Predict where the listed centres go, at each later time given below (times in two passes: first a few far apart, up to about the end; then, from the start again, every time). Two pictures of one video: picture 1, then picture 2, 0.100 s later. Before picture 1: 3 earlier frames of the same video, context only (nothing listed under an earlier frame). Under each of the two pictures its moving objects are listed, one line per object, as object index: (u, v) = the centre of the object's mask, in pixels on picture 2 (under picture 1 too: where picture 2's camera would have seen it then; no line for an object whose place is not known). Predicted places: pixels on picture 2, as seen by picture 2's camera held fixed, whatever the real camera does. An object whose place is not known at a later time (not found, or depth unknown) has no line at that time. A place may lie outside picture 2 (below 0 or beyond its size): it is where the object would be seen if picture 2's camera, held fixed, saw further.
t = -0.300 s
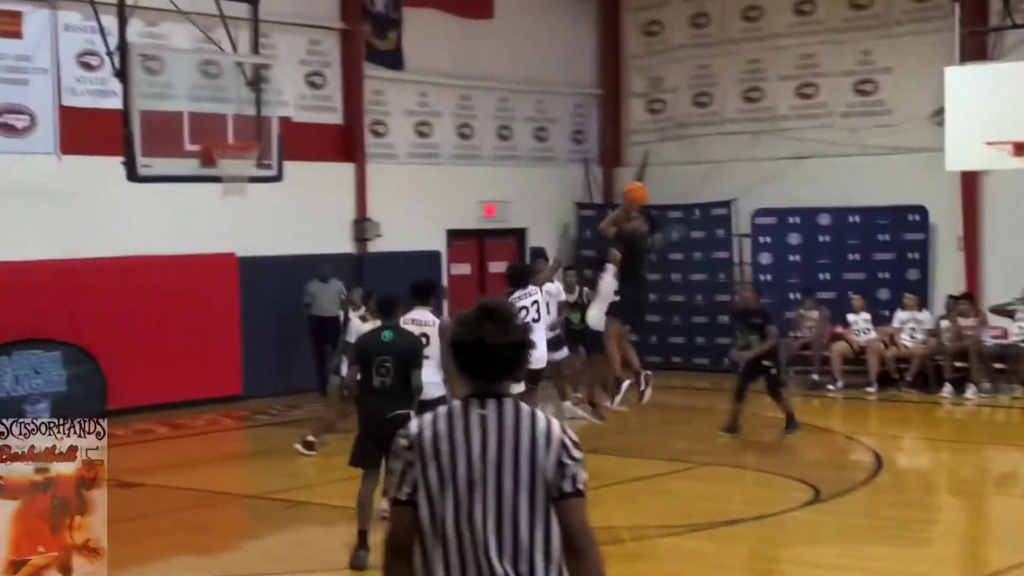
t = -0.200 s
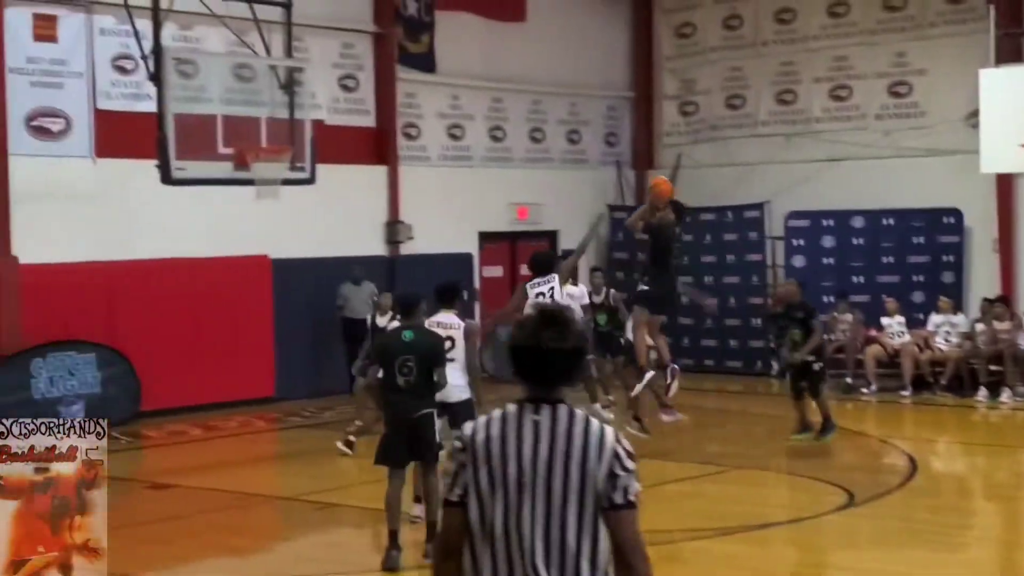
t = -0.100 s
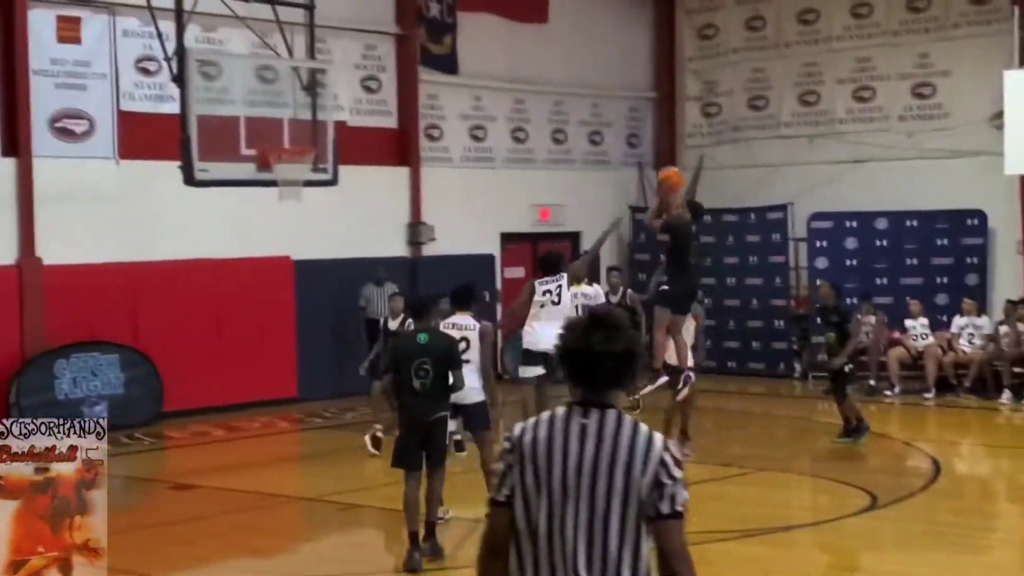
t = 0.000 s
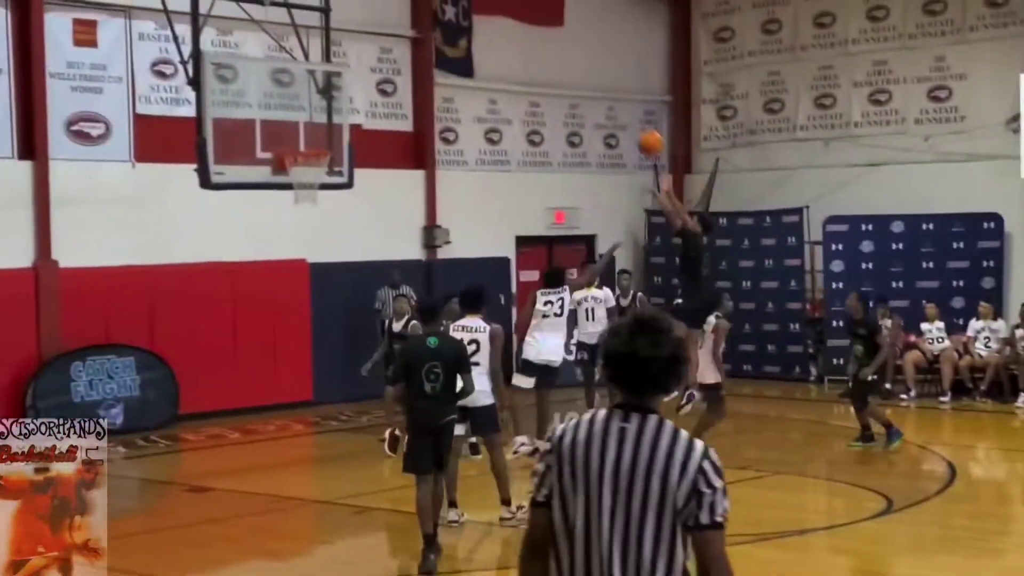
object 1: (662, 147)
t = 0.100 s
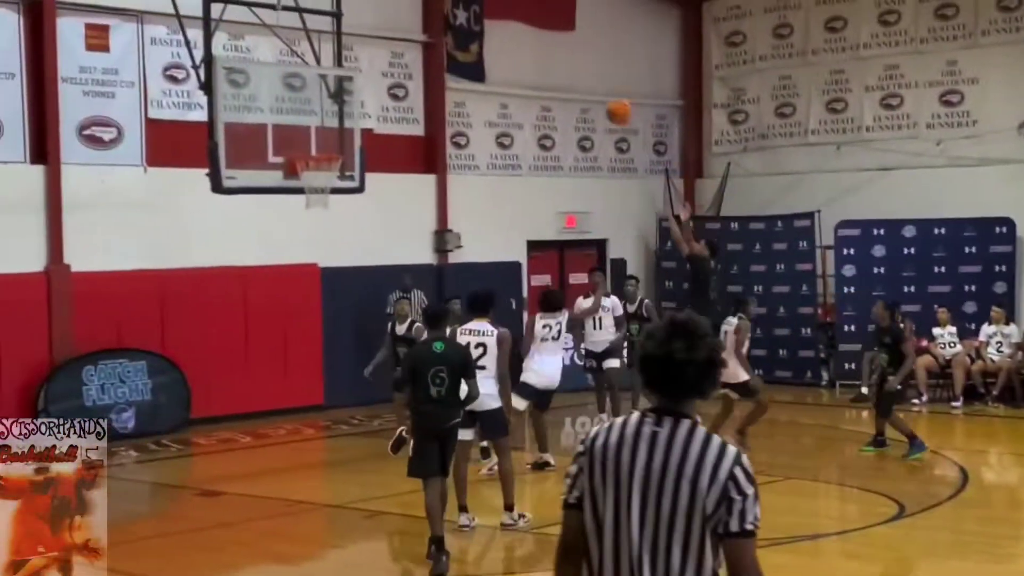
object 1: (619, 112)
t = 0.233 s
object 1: (563, 80)
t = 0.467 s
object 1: (469, 68)
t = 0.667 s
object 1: (392, 101)
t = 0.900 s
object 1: (337, 129)
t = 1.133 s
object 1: (319, 118)
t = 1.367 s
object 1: (311, 143)
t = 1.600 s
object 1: (322, 139)
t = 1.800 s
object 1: (330, 143)
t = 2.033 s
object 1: (325, 145)
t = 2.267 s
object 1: (318, 194)
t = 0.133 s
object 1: (605, 102)
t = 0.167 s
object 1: (591, 93)
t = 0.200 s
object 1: (577, 86)
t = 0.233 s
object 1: (563, 80)
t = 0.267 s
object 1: (550, 75)
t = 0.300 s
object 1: (536, 71)
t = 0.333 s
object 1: (522, 68)
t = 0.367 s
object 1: (508, 67)
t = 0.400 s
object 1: (494, 66)
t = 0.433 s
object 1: (482, 66)
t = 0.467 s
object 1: (469, 68)
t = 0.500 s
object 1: (456, 70)
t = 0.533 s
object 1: (443, 74)
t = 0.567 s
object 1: (431, 79)
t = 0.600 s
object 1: (418, 87)
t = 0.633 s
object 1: (404, 93)
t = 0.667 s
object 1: (392, 101)
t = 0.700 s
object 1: (379, 111)
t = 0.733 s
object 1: (368, 121)
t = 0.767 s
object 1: (356, 133)
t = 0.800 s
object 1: (344, 143)
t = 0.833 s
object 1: (341, 141)
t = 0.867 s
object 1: (339, 134)
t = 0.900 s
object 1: (337, 129)
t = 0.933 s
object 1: (334, 123)
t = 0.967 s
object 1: (332, 119)
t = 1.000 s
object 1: (328, 117)
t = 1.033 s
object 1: (326, 116)
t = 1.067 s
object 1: (324, 115)
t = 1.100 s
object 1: (321, 116)
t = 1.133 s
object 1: (319, 118)
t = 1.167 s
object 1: (317, 120)
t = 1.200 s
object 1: (314, 126)
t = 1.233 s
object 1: (315, 133)
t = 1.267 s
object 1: (311, 137)
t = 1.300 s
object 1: (308, 144)
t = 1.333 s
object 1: (308, 145)
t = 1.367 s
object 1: (311, 143)
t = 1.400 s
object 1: (313, 143)
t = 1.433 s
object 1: (315, 143)
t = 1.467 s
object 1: (316, 143)
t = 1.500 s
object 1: (318, 144)
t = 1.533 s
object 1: (319, 144)
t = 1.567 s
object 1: (321, 141)
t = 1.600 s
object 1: (322, 139)
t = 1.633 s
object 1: (324, 137)
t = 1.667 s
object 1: (324, 139)
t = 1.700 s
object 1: (325, 139)
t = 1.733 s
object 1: (326, 139)
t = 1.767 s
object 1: (328, 141)
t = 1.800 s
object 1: (330, 143)
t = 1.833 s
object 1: (331, 145)
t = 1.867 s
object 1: (331, 144)
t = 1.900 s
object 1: (330, 143)
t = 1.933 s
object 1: (330, 143)
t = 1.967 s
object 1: (329, 143)
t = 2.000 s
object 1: (328, 144)
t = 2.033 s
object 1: (325, 145)
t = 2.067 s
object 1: (325, 148)
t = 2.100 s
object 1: (325, 150)
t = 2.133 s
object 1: (322, 162)
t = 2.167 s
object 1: (320, 170)
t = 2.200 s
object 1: (320, 180)
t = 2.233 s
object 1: (319, 187)
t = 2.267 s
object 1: (318, 194)
